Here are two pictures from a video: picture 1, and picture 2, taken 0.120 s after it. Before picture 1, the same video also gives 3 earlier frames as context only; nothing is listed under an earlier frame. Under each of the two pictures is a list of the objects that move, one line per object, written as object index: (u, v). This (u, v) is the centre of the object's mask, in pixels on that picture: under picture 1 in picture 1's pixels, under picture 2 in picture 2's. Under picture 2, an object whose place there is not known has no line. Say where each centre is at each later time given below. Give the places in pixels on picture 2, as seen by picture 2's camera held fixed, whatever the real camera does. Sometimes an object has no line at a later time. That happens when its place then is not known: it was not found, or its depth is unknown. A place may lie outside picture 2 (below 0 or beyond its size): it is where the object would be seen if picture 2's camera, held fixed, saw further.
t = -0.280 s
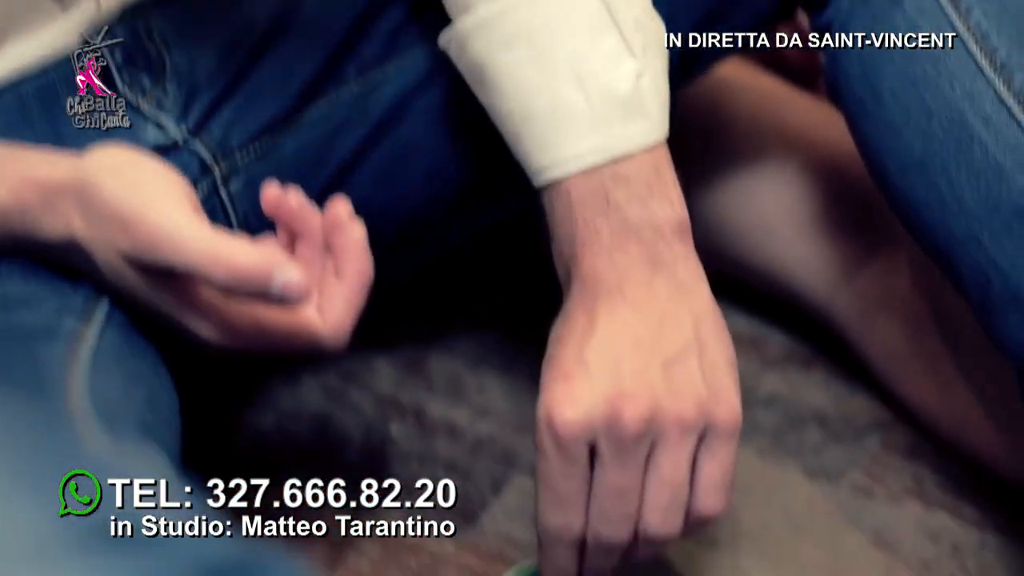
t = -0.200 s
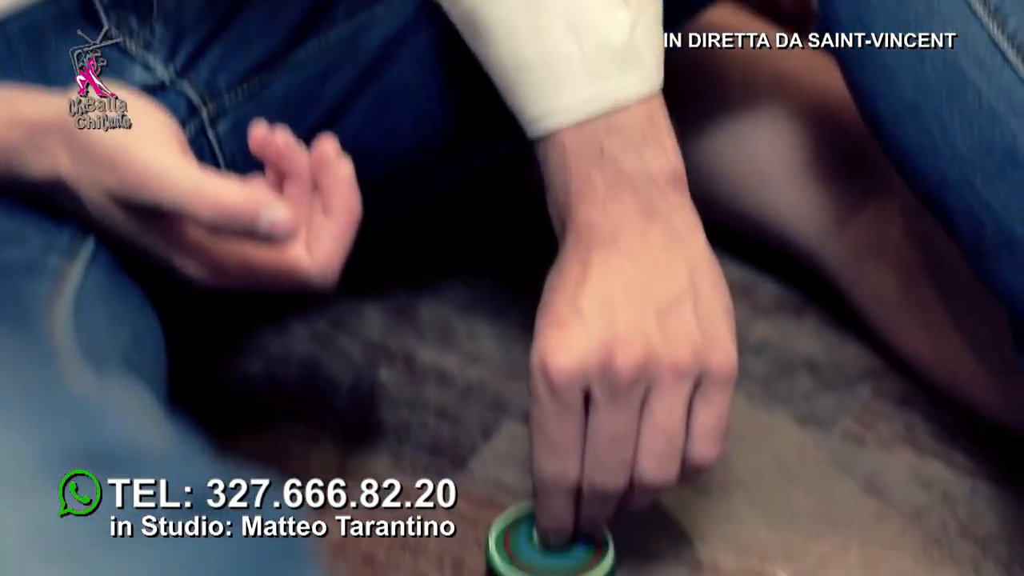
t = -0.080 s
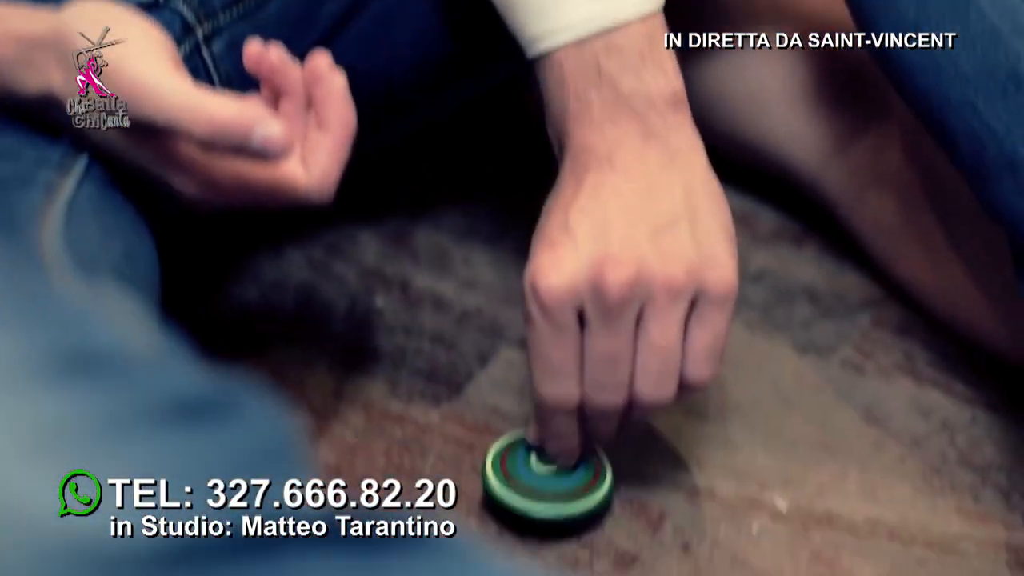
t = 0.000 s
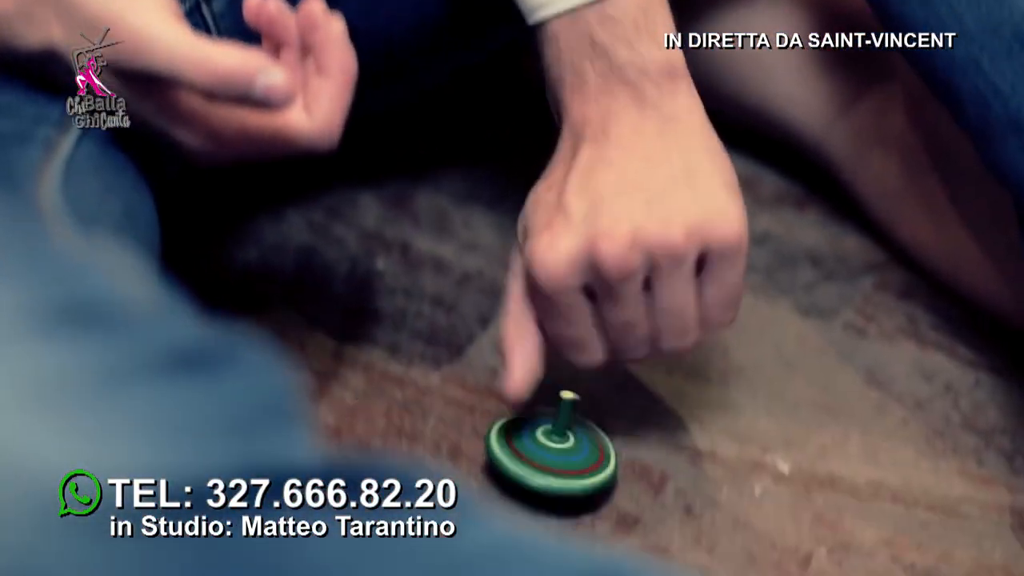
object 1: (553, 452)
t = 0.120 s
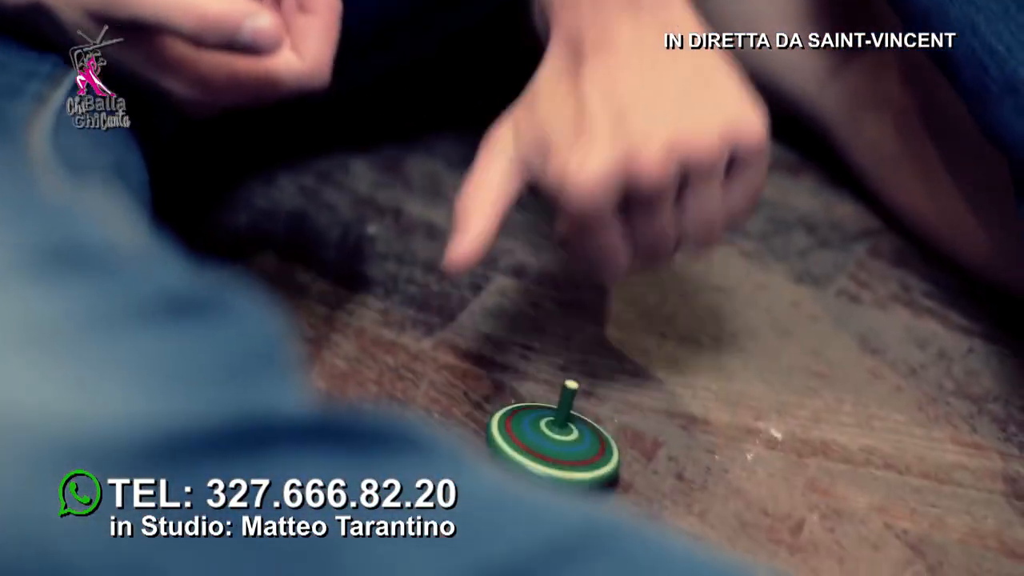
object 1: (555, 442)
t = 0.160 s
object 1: (565, 447)
